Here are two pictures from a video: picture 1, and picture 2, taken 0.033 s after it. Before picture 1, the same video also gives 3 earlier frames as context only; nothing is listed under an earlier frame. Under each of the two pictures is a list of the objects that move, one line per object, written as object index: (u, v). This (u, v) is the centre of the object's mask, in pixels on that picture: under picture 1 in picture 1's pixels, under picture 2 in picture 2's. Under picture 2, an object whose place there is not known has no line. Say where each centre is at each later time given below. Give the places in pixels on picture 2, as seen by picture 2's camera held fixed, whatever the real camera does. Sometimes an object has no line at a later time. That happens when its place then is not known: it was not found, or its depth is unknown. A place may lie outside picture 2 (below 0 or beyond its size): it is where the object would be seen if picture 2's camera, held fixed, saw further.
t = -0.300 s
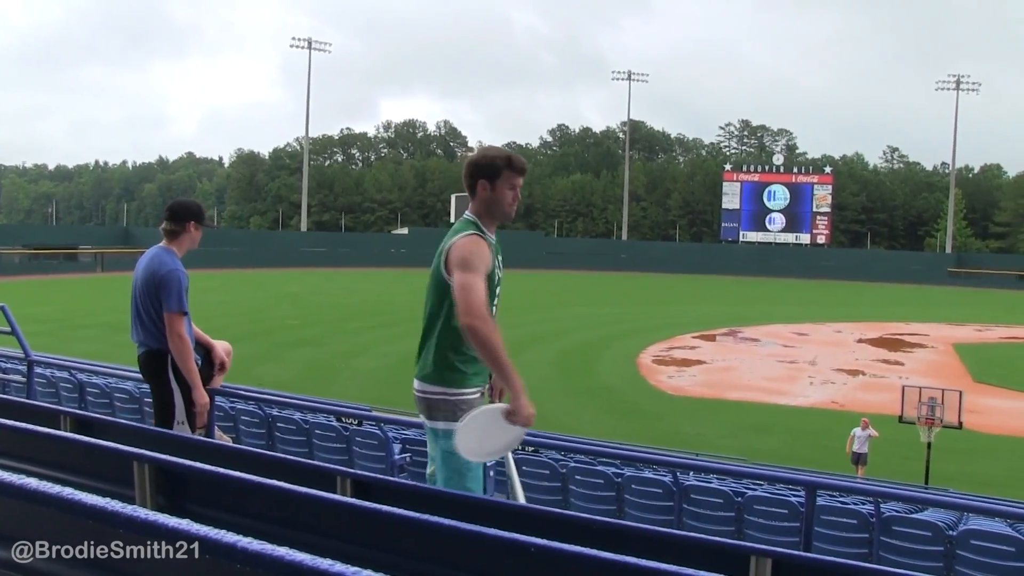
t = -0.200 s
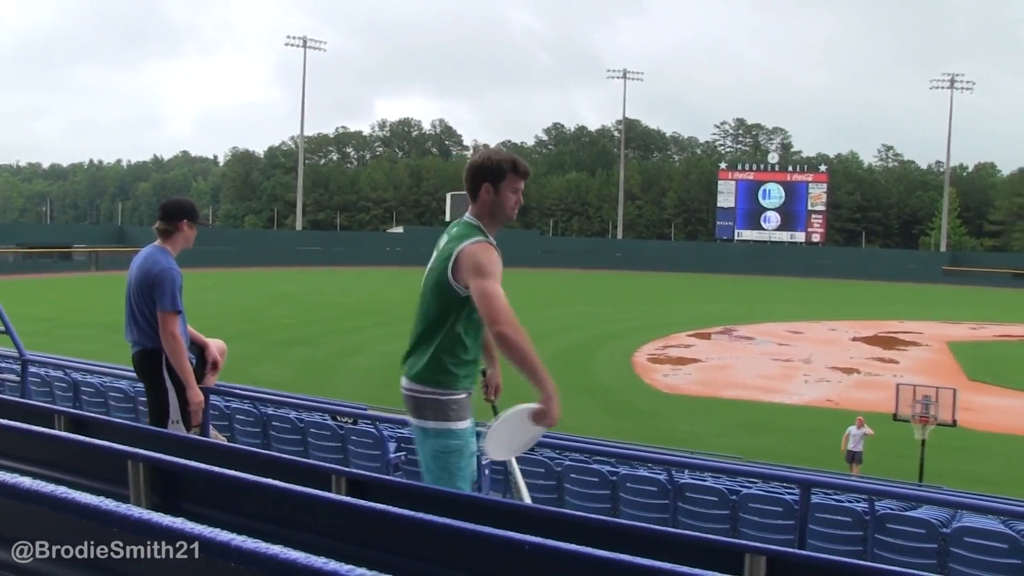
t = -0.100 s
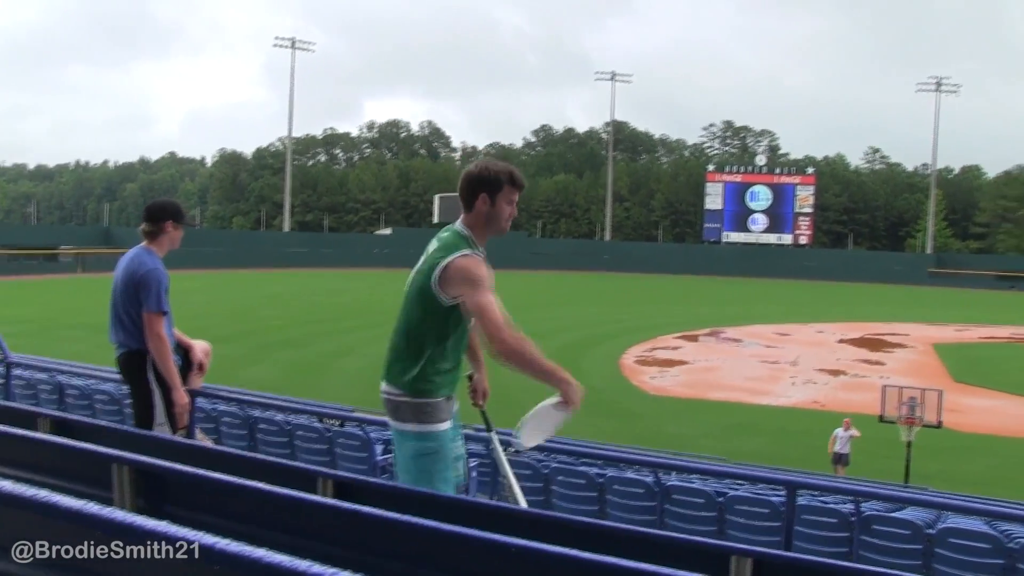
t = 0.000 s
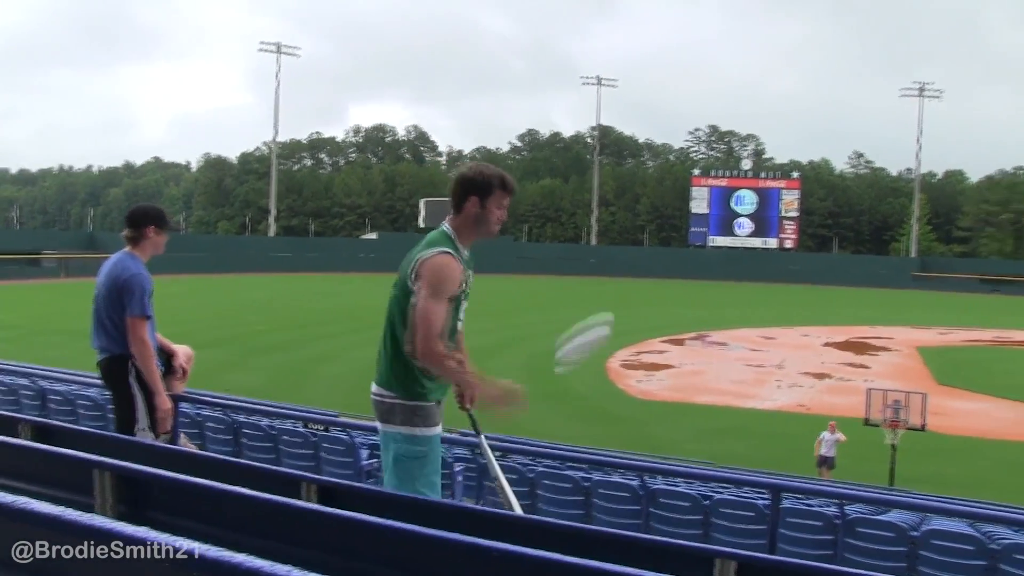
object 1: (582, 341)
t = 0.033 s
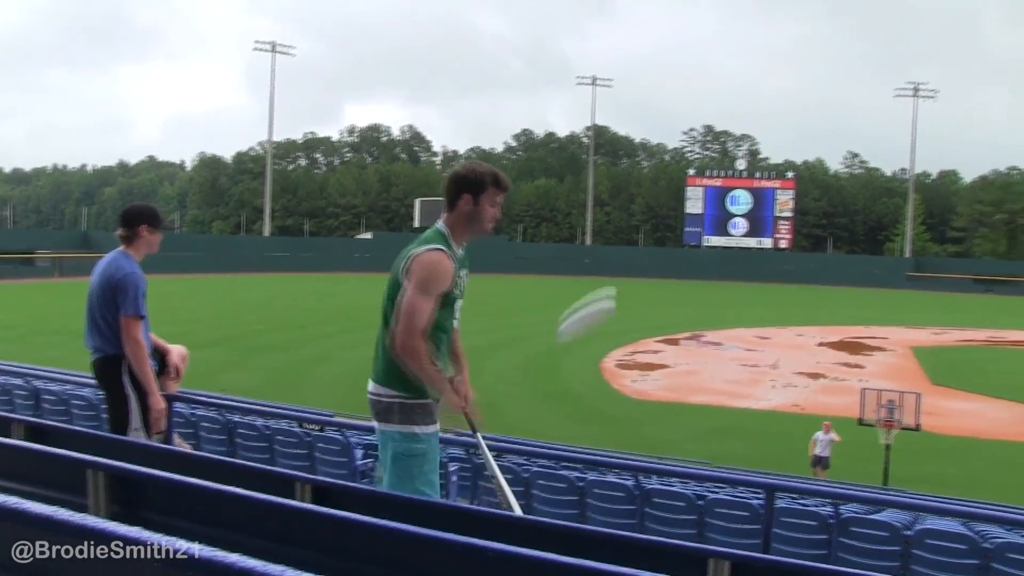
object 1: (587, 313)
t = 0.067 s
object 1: (594, 290)
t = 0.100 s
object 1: (604, 270)
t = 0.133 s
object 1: (612, 252)
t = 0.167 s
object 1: (620, 237)
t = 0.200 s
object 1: (628, 224)
